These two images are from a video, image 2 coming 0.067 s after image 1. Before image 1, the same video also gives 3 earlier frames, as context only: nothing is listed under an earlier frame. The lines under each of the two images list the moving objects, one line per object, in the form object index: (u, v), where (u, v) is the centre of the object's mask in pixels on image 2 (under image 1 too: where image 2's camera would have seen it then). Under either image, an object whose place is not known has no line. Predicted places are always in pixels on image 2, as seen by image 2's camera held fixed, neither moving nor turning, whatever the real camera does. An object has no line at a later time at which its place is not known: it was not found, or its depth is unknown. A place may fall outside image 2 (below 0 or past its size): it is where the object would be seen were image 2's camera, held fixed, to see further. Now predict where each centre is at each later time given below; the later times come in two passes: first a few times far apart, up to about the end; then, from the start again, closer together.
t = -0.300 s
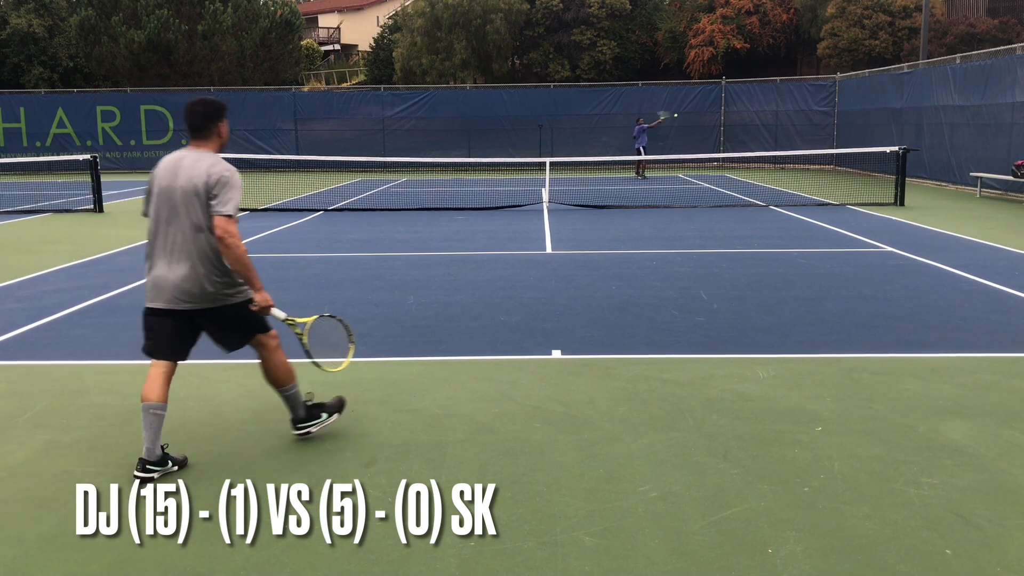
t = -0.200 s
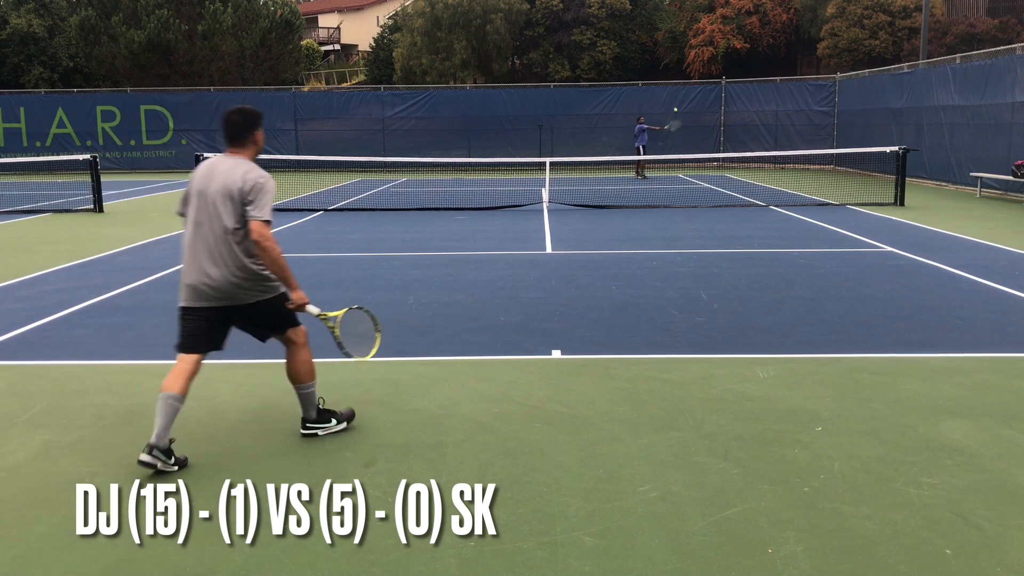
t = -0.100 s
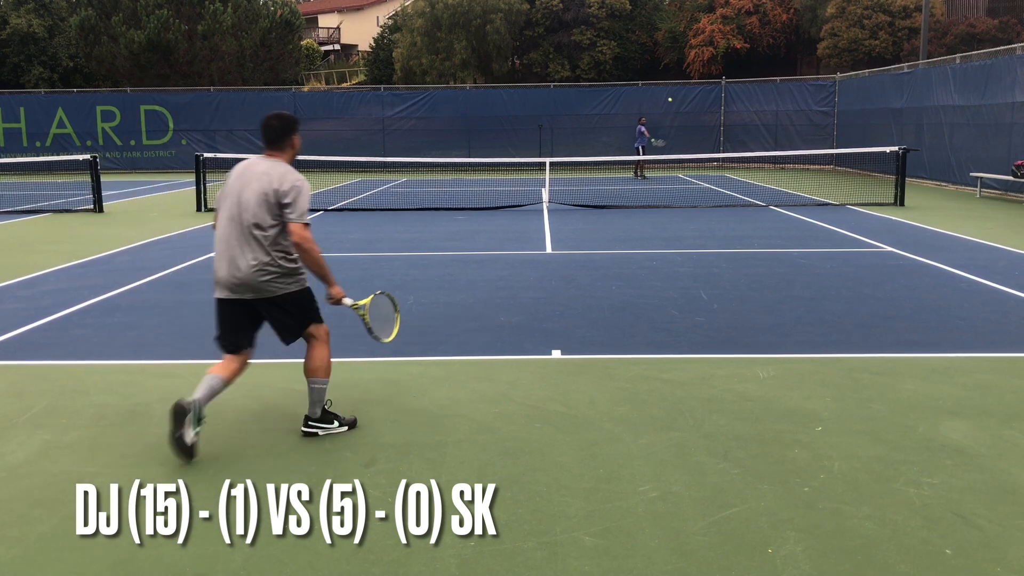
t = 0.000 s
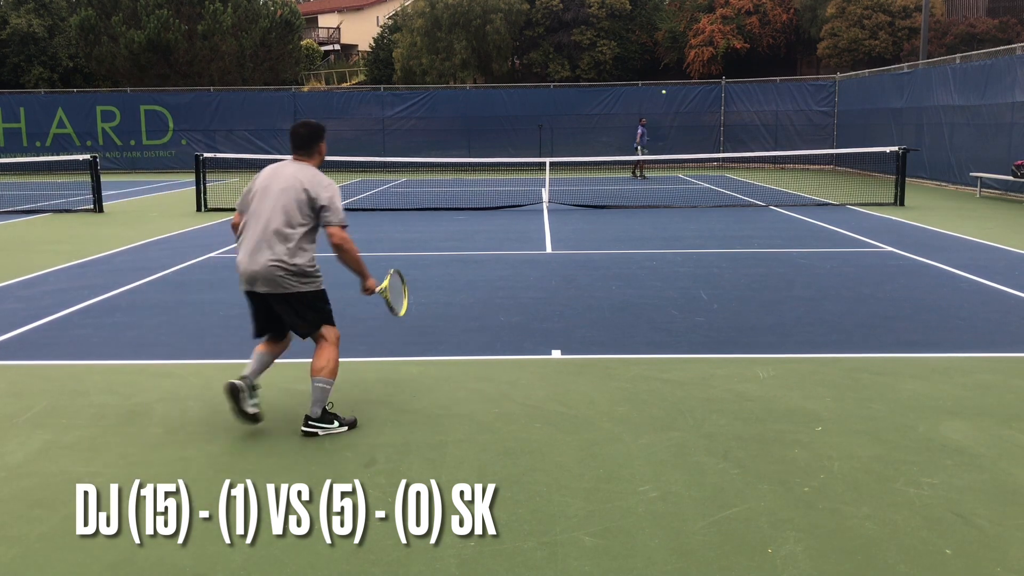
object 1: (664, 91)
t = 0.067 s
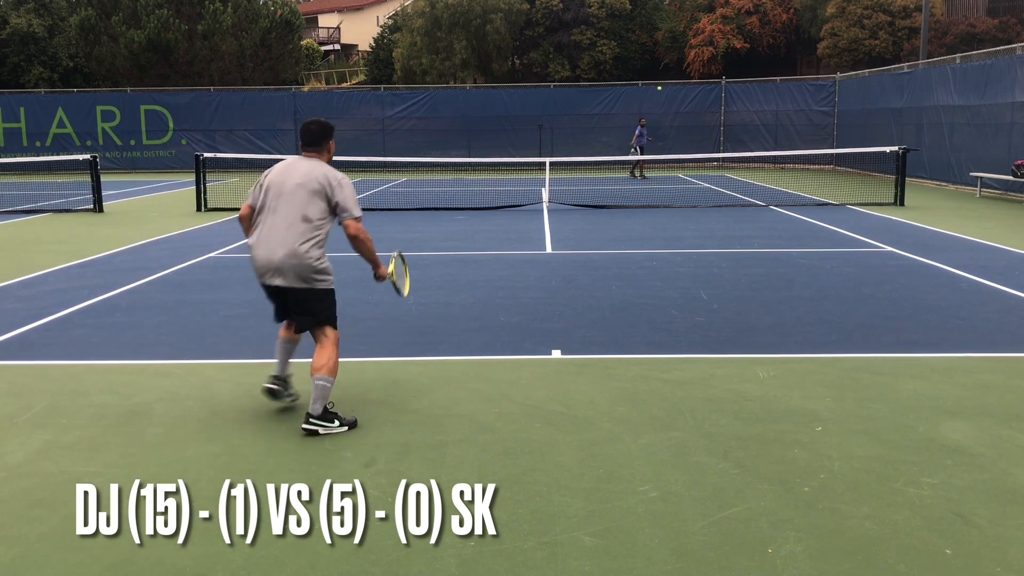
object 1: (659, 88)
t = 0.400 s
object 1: (630, 98)
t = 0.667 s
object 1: (595, 160)
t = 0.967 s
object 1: (541, 242)
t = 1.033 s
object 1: (532, 224)
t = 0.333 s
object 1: (637, 91)
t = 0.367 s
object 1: (634, 94)
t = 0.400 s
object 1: (630, 98)
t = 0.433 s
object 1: (627, 102)
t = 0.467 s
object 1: (623, 107)
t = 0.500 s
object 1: (619, 113)
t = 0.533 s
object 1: (615, 120)
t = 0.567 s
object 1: (610, 128)
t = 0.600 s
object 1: (606, 137)
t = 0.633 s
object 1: (601, 148)
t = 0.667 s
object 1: (595, 160)
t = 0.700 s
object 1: (590, 173)
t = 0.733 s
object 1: (584, 188)
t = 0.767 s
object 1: (578, 204)
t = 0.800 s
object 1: (571, 223)
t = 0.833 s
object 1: (564, 244)
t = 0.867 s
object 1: (556, 267)
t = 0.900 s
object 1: (551, 262)
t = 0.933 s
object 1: (546, 252)
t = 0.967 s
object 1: (541, 242)
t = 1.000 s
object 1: (536, 233)
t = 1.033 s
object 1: (532, 224)
